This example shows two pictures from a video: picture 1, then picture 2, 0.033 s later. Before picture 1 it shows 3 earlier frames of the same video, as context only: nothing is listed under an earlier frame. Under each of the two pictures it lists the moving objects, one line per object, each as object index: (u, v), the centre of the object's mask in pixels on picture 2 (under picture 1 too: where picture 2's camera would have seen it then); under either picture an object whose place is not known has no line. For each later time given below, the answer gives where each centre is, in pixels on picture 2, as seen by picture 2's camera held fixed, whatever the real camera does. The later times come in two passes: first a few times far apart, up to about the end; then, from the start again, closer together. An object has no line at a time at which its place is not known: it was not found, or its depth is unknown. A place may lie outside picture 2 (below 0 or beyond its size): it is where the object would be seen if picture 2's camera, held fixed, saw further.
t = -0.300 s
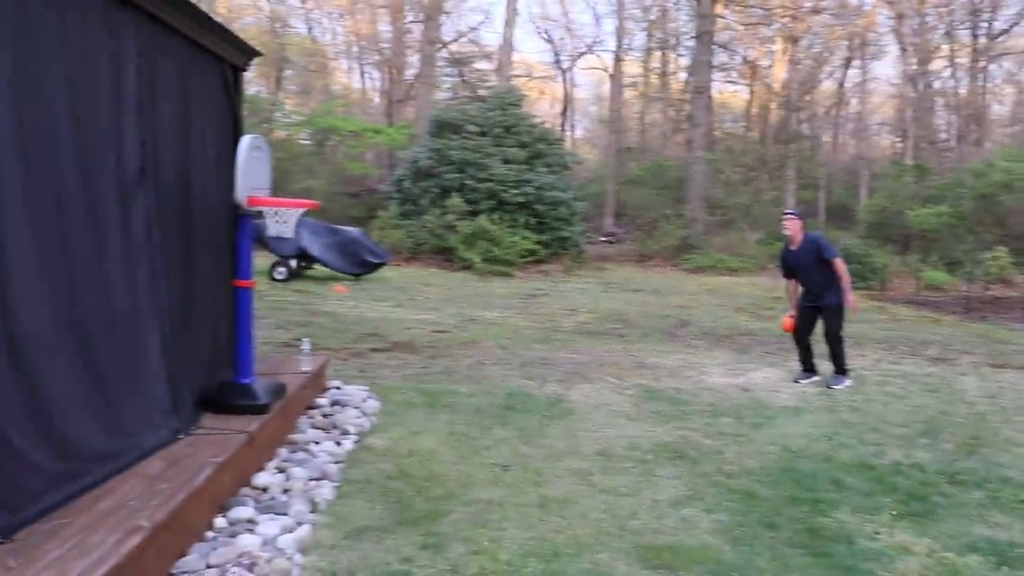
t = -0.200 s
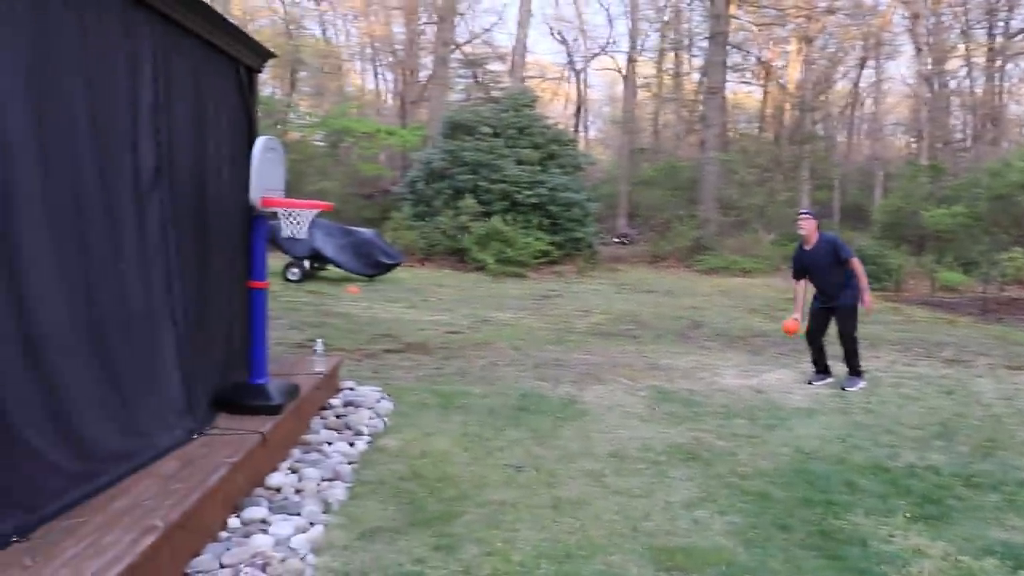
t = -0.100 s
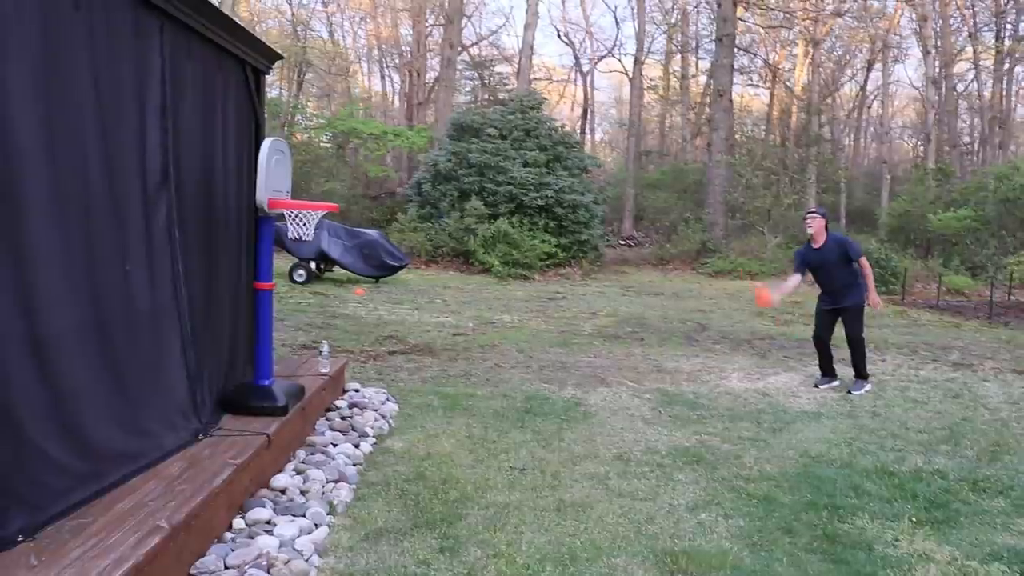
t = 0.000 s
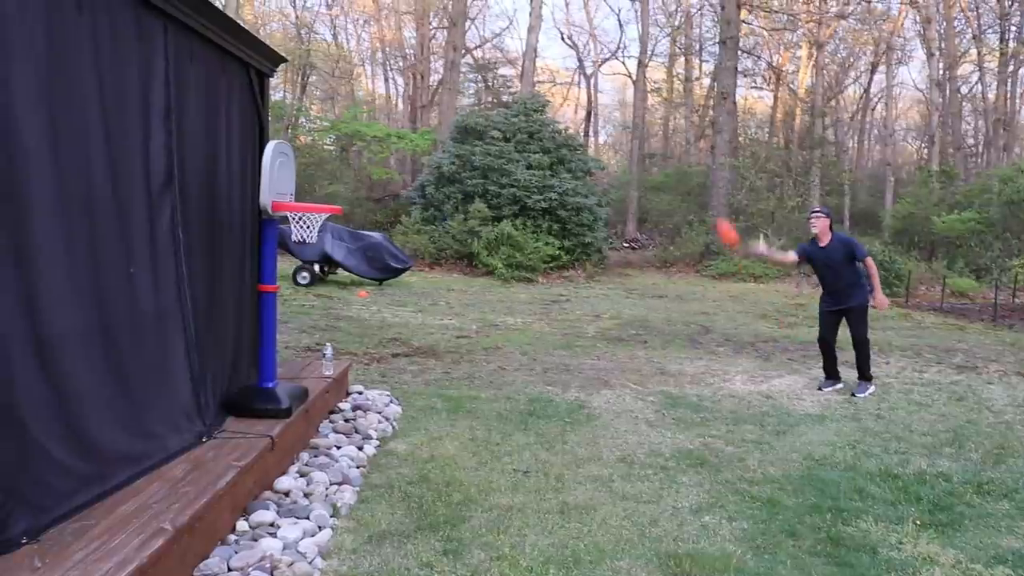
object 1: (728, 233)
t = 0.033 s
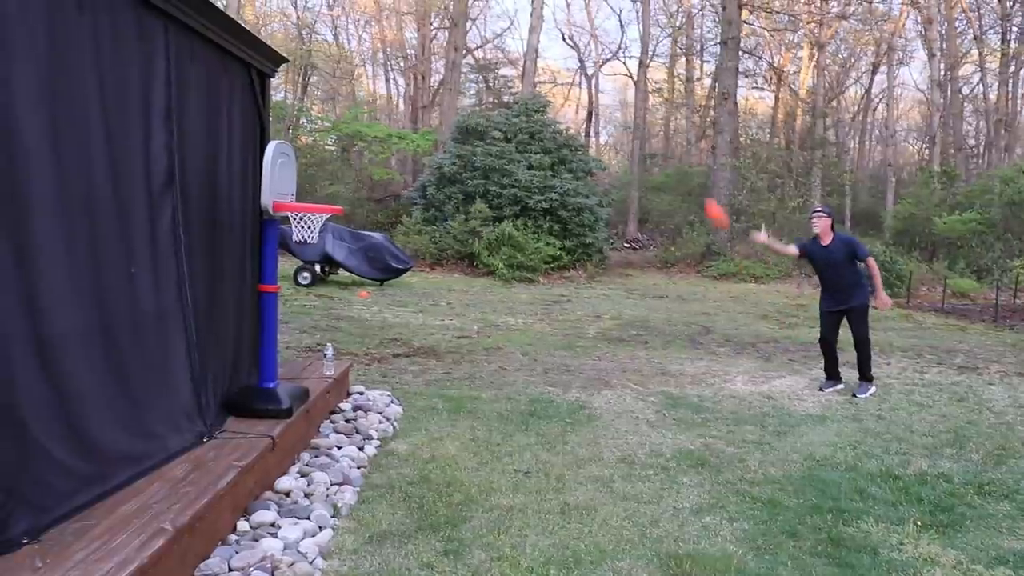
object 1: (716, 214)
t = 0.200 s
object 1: (642, 128)
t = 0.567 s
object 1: (452, 62)
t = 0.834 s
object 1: (295, 144)
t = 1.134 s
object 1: (269, 125)
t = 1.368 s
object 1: (305, 188)
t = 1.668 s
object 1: (340, 349)
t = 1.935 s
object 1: (366, 329)
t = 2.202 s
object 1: (386, 337)
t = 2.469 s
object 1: (406, 323)
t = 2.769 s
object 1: (427, 327)
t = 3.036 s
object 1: (443, 323)
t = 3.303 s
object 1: (458, 315)
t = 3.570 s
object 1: (470, 311)
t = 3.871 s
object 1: (486, 308)
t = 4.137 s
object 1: (500, 307)
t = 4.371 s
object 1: (510, 307)
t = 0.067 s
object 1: (700, 193)
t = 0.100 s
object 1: (686, 175)
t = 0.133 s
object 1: (673, 159)
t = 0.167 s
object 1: (658, 143)
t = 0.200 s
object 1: (642, 128)
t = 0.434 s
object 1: (526, 63)
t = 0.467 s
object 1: (508, 60)
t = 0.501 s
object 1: (490, 62)
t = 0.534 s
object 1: (469, 59)
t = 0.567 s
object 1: (452, 62)
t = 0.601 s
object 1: (431, 66)
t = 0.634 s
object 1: (415, 73)
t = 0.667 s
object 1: (393, 81)
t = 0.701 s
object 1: (369, 95)
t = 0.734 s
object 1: (349, 106)
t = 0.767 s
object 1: (330, 120)
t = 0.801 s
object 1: (307, 138)
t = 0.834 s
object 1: (295, 144)
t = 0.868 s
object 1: (276, 134)
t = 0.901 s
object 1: (265, 132)
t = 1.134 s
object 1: (269, 125)
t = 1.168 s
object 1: (276, 129)
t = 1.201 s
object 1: (281, 133)
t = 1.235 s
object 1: (290, 139)
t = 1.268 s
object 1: (297, 151)
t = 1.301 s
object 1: (300, 163)
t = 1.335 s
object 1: (303, 176)
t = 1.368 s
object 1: (305, 188)
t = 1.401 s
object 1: (307, 196)
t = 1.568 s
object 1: (328, 290)
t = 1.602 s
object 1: (334, 310)
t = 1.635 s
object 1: (338, 332)
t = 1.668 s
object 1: (340, 349)
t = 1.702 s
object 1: (351, 377)
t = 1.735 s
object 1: (352, 377)
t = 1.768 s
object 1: (353, 366)
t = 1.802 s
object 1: (354, 355)
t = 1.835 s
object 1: (357, 345)
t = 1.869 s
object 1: (360, 338)
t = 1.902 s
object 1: (363, 333)
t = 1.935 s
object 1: (366, 329)
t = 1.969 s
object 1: (369, 325)
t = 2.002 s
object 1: (371, 323)
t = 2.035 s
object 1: (376, 322)
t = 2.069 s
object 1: (377, 323)
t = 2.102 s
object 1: (378, 324)
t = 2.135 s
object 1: (383, 327)
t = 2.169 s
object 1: (384, 331)
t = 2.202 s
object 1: (386, 337)
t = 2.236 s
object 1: (390, 343)
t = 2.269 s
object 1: (393, 347)
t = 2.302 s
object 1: (395, 340)
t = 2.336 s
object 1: (397, 334)
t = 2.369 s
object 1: (399, 331)
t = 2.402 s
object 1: (403, 326)
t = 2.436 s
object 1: (405, 324)
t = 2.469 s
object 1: (406, 323)
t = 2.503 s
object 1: (409, 323)
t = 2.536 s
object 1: (412, 324)
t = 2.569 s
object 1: (414, 328)
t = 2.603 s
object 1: (416, 330)
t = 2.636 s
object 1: (419, 332)
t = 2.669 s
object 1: (420, 331)
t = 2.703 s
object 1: (423, 329)
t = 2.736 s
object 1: (425, 327)
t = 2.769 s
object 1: (427, 327)
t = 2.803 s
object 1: (429, 326)
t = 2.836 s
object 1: (431, 327)
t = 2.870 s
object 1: (433, 325)
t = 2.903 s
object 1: (436, 323)
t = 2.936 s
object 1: (437, 323)
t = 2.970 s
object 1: (439, 323)
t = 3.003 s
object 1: (441, 323)
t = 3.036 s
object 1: (443, 323)
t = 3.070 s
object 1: (444, 322)
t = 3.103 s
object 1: (447, 319)
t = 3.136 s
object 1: (448, 319)
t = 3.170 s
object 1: (449, 319)
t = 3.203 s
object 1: (452, 317)
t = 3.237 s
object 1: (453, 317)
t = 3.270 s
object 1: (456, 316)
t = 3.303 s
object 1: (458, 315)
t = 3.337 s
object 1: (458, 315)
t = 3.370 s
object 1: (460, 314)
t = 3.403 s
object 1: (463, 314)
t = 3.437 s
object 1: (464, 314)
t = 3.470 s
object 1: (464, 314)
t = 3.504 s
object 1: (467, 312)
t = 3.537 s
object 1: (468, 311)
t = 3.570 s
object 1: (470, 311)
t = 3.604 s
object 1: (472, 311)
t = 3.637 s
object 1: (473, 311)
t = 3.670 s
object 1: (474, 311)
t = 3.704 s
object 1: (476, 310)
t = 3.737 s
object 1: (479, 309)
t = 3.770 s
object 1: (481, 309)
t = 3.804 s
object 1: (482, 310)
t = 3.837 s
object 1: (484, 309)
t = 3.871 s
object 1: (486, 308)
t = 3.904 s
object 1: (488, 308)
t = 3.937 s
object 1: (489, 307)
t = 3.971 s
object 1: (491, 308)
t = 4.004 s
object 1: (492, 308)
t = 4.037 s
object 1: (494, 307)
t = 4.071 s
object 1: (496, 306)
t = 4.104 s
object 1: (499, 307)
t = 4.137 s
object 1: (500, 307)
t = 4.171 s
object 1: (501, 307)
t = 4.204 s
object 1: (502, 306)
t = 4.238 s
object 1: (503, 307)
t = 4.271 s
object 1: (505, 306)
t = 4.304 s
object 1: (507, 306)
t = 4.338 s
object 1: (508, 307)
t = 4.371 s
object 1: (510, 307)
